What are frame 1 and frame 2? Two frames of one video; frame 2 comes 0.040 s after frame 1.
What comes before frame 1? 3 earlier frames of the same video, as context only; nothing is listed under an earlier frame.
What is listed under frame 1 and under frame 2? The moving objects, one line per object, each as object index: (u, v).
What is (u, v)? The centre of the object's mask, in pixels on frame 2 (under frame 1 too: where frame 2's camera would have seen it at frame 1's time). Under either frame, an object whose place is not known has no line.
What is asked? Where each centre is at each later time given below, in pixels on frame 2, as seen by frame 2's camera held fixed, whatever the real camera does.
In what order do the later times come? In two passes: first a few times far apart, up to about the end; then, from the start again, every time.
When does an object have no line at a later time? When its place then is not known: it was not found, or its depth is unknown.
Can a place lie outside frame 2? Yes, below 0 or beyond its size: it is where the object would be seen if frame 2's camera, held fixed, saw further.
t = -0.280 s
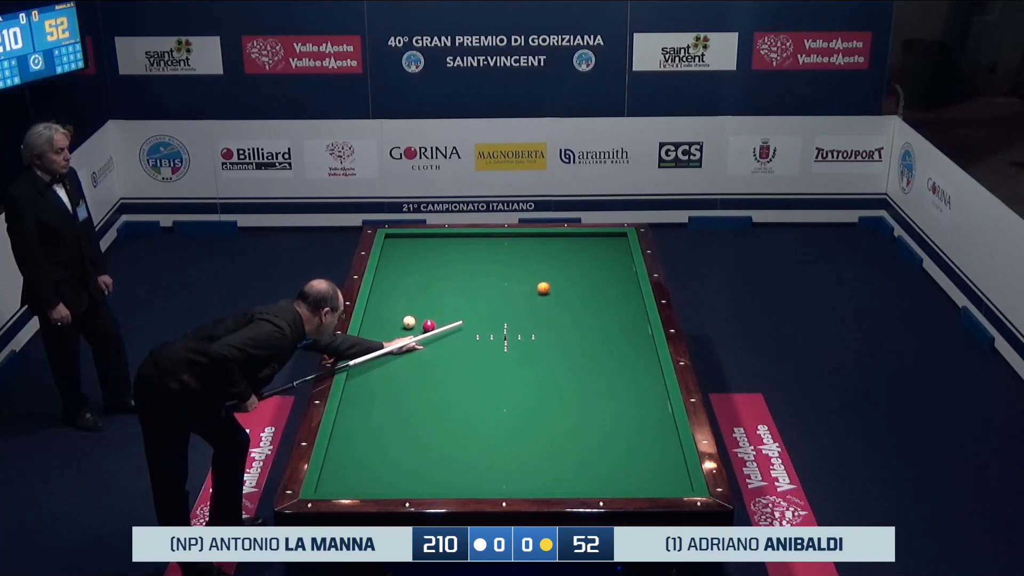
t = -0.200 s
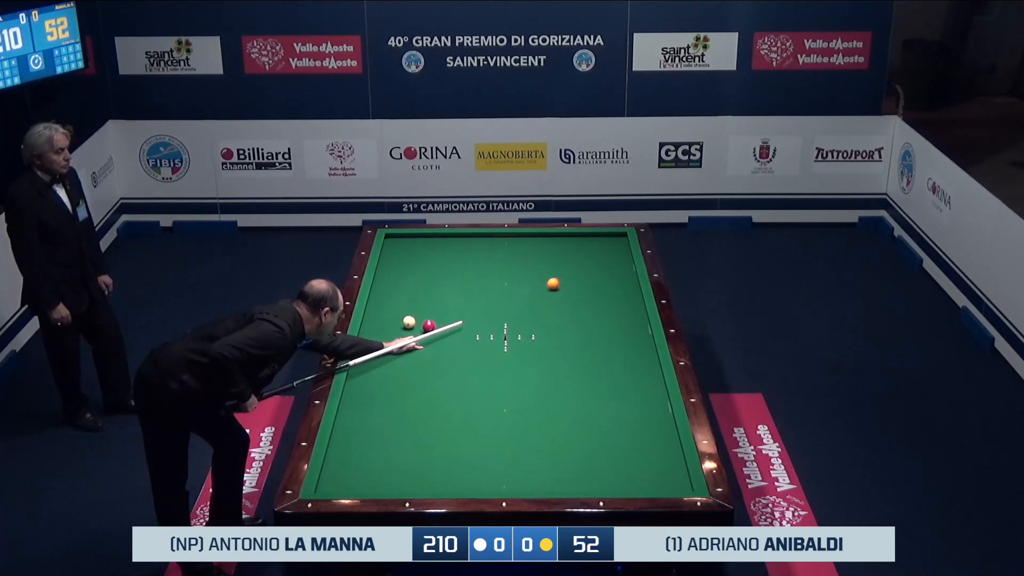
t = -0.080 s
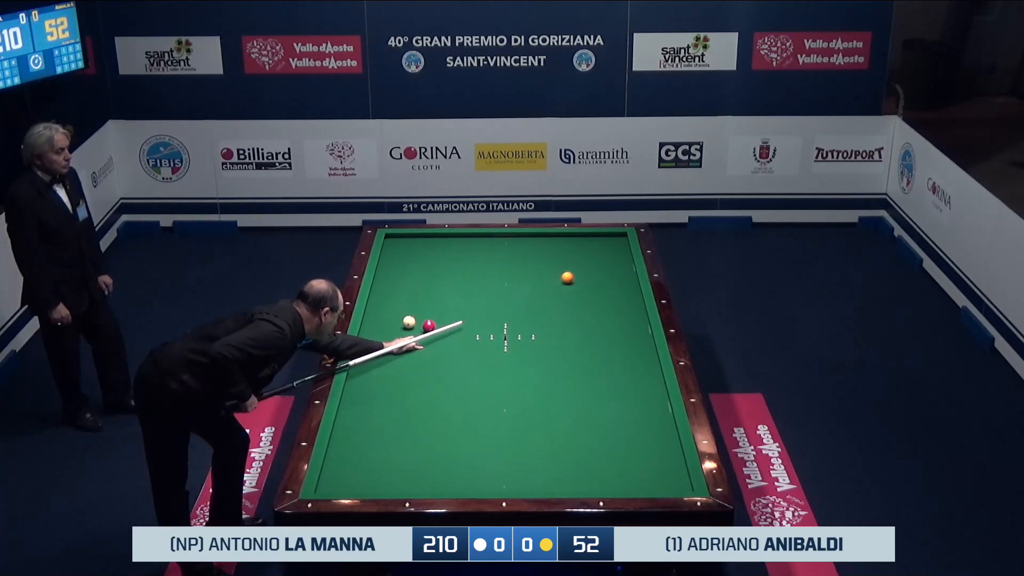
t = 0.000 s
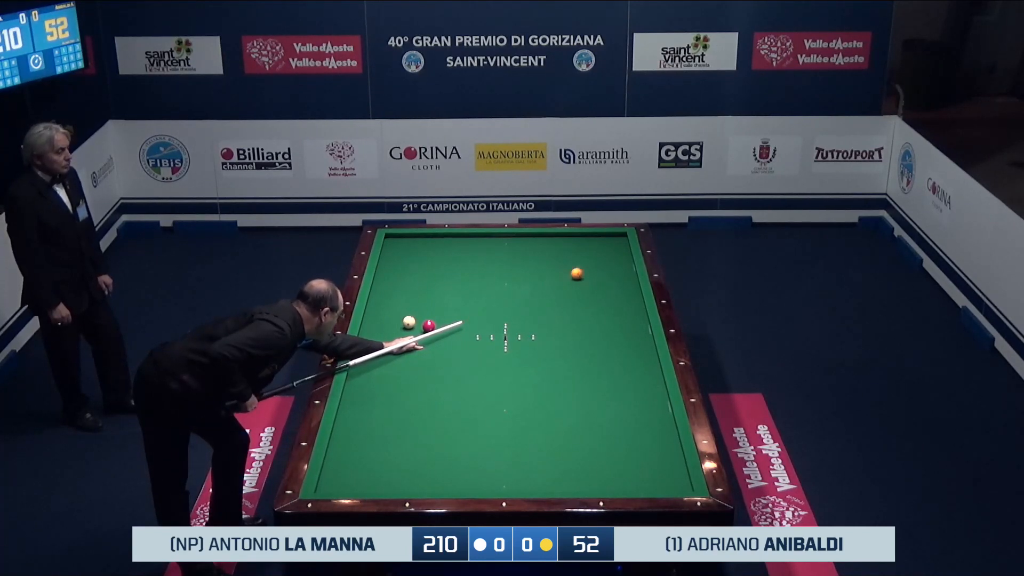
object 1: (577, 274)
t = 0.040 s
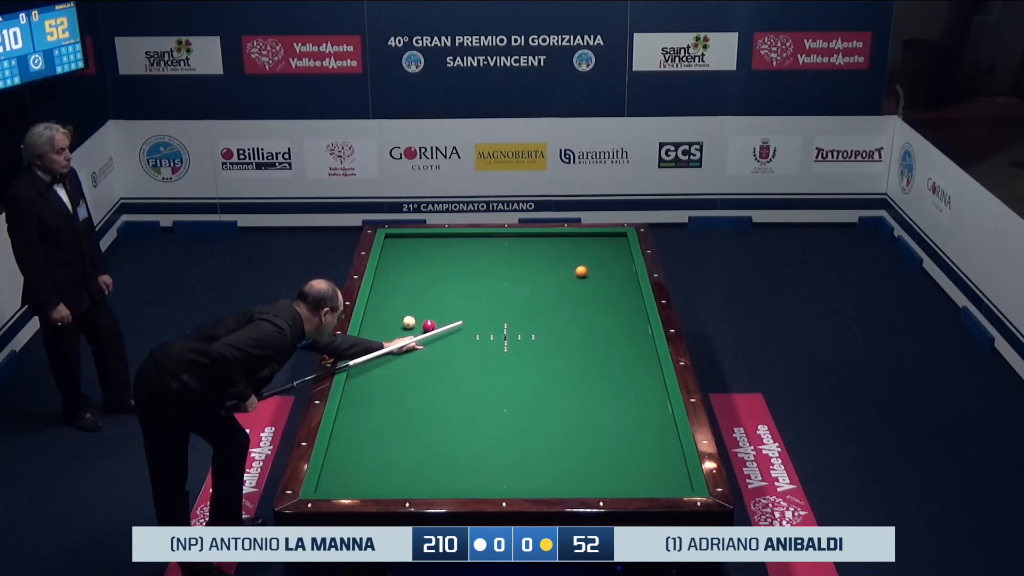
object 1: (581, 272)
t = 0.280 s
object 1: (608, 261)
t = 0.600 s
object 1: (614, 246)
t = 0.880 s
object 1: (594, 235)
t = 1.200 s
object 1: (571, 243)
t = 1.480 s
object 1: (550, 250)
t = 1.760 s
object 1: (530, 257)
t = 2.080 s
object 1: (506, 265)
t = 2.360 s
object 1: (485, 272)
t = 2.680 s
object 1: (462, 280)
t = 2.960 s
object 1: (441, 287)
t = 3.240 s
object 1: (420, 295)
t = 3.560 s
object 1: (396, 303)
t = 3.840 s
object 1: (375, 310)
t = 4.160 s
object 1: (378, 317)
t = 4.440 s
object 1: (387, 323)
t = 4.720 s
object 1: (396, 329)
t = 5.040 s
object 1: (407, 336)
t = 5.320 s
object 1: (415, 341)
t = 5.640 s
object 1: (425, 348)
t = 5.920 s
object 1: (433, 353)
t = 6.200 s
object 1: (441, 358)
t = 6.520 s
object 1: (450, 364)
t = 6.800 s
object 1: (457, 369)
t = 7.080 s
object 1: (464, 373)
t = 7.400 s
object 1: (472, 378)
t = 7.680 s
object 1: (479, 383)
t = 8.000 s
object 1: (486, 388)
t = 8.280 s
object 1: (492, 391)
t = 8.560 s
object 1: (497, 395)
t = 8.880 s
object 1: (503, 398)
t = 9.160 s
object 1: (508, 401)
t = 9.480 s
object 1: (513, 404)
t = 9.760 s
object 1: (517, 407)
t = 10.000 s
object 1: (520, 408)
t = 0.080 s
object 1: (586, 270)
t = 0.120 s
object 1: (590, 268)
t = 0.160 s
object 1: (595, 266)
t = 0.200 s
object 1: (599, 265)
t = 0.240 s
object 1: (603, 263)
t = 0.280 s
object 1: (608, 261)
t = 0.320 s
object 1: (612, 259)
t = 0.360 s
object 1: (616, 257)
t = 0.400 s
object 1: (620, 255)
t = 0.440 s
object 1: (625, 254)
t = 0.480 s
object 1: (625, 252)
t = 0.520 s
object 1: (621, 250)
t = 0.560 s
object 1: (617, 248)
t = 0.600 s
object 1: (614, 246)
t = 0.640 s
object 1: (611, 245)
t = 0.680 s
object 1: (608, 243)
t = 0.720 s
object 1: (605, 241)
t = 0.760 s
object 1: (603, 239)
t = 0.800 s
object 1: (600, 238)
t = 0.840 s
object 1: (597, 236)
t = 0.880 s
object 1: (594, 235)
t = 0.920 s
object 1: (591, 236)
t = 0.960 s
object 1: (588, 237)
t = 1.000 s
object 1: (585, 238)
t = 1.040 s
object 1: (582, 239)
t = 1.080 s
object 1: (579, 240)
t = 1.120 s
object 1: (577, 241)
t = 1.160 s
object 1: (574, 242)
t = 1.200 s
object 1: (571, 243)
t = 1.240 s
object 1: (568, 244)
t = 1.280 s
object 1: (565, 245)
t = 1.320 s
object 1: (562, 246)
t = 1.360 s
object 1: (559, 247)
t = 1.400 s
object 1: (556, 248)
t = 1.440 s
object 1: (553, 249)
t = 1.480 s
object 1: (550, 250)
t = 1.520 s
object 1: (548, 251)
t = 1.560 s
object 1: (544, 252)
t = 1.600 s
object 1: (542, 253)
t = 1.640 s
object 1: (539, 254)
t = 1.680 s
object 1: (536, 255)
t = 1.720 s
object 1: (533, 256)
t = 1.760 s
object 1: (530, 257)
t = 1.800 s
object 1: (527, 258)
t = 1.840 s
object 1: (524, 259)
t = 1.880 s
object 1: (521, 260)
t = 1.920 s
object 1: (518, 261)
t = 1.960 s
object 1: (515, 262)
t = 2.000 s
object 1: (512, 263)
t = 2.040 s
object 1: (509, 264)
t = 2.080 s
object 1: (506, 265)
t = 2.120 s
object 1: (503, 266)
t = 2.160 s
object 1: (500, 267)
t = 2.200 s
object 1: (497, 268)
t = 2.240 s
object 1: (494, 269)
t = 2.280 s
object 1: (491, 270)
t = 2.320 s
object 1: (488, 271)
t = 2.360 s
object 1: (485, 272)
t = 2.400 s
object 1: (482, 273)
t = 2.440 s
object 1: (479, 274)
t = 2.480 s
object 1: (476, 275)
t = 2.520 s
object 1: (473, 276)
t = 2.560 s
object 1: (470, 277)
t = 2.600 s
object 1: (467, 278)
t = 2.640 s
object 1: (464, 279)
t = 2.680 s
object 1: (462, 280)
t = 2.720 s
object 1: (459, 281)
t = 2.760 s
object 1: (455, 282)
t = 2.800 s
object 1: (453, 283)
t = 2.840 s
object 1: (450, 284)
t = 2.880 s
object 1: (447, 285)
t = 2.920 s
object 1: (444, 286)
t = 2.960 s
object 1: (441, 287)
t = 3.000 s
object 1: (438, 289)
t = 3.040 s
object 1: (435, 289)
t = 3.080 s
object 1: (432, 291)
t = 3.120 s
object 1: (429, 292)
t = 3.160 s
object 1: (426, 293)
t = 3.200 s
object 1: (423, 294)
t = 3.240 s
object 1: (420, 295)
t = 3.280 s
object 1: (417, 296)
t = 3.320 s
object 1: (414, 297)
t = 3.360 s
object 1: (411, 298)
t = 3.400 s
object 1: (408, 299)
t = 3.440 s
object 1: (405, 300)
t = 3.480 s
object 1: (402, 301)
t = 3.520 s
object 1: (399, 302)
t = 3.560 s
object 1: (396, 303)
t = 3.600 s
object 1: (393, 304)
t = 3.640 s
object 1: (390, 305)
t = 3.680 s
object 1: (387, 306)
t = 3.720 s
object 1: (384, 307)
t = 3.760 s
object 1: (381, 308)
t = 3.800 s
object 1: (378, 309)
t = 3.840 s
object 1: (375, 310)
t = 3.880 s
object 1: (372, 311)
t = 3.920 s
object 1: (370, 312)
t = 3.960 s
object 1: (372, 313)
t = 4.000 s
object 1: (373, 314)
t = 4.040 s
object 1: (374, 315)
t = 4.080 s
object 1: (376, 316)
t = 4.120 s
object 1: (377, 316)
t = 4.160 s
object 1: (378, 317)
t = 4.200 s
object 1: (380, 318)
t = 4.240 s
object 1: (381, 319)
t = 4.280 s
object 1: (382, 320)
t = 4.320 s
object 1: (383, 321)
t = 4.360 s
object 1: (385, 322)
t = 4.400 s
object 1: (386, 322)
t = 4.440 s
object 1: (387, 323)
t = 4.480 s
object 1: (389, 324)
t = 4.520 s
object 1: (390, 325)
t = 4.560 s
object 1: (391, 326)
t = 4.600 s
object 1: (393, 327)
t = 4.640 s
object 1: (394, 327)
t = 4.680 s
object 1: (395, 328)
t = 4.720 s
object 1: (396, 329)
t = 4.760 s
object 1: (398, 330)
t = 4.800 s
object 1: (399, 331)
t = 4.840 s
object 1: (400, 332)
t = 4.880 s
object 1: (401, 332)
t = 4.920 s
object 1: (403, 333)
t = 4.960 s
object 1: (404, 334)
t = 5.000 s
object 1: (405, 335)
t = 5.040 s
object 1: (407, 336)
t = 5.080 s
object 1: (408, 337)
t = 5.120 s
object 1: (409, 337)
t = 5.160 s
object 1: (410, 338)
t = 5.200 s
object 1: (412, 339)
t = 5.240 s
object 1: (413, 340)
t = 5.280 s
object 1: (414, 340)
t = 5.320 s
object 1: (415, 341)
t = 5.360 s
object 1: (416, 342)
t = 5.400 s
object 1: (418, 343)
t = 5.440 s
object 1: (419, 344)
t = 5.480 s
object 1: (420, 344)
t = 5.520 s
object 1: (421, 345)
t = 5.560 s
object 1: (423, 346)
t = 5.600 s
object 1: (424, 347)
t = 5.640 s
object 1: (425, 348)
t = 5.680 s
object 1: (426, 348)
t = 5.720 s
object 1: (427, 349)
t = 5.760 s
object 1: (428, 350)
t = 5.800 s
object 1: (429, 351)
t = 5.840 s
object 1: (431, 352)
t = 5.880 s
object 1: (432, 352)
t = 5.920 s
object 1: (433, 353)
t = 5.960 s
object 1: (434, 354)
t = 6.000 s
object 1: (435, 354)
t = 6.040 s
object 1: (436, 355)
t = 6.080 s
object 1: (437, 356)
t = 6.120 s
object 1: (438, 357)
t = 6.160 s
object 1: (440, 357)
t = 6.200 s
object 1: (441, 358)
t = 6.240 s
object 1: (442, 359)
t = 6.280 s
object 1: (443, 360)
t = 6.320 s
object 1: (444, 360)
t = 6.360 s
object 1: (445, 361)
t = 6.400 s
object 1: (446, 362)
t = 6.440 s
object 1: (448, 362)
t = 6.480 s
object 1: (449, 363)
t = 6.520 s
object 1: (450, 364)
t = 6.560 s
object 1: (451, 365)
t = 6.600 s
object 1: (452, 365)
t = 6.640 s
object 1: (453, 366)
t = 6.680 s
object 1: (454, 367)
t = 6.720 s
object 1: (455, 367)
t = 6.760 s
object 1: (456, 368)
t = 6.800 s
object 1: (457, 369)
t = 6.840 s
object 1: (458, 369)
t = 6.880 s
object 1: (459, 370)
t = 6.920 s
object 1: (460, 371)
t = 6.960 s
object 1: (461, 372)
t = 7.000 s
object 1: (462, 372)
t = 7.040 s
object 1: (463, 373)
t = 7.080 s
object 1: (464, 373)
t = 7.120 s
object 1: (465, 374)
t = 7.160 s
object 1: (466, 375)
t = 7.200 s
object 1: (467, 375)
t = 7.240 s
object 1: (468, 376)
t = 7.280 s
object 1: (469, 377)
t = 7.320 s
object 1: (470, 377)
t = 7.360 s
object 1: (471, 378)
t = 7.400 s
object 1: (472, 378)
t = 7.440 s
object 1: (473, 379)
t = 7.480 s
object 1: (474, 380)
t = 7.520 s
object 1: (475, 380)
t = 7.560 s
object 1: (476, 381)
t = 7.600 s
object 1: (477, 382)
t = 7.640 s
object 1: (478, 382)
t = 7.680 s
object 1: (479, 383)
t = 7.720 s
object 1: (479, 384)
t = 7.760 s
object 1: (480, 384)
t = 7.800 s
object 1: (481, 385)
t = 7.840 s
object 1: (482, 385)
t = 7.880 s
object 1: (483, 386)
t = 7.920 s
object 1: (484, 386)
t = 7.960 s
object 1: (485, 387)
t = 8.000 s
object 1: (486, 388)
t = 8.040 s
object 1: (487, 388)
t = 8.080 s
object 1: (487, 389)
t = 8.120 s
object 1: (488, 389)
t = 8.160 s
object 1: (489, 390)
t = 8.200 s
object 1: (490, 390)
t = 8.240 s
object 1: (491, 391)
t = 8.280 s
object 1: (492, 391)
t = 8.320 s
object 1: (492, 392)
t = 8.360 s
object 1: (493, 392)
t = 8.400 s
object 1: (494, 393)
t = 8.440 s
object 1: (495, 393)
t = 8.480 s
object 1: (496, 394)
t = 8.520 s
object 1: (496, 394)
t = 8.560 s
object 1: (497, 395)
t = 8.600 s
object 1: (498, 395)
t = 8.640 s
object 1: (499, 396)
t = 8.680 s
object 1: (500, 396)
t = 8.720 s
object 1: (500, 397)
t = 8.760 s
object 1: (501, 397)
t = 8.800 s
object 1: (502, 397)
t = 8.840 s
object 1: (503, 398)
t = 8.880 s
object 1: (503, 398)
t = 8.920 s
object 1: (504, 399)
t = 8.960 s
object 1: (505, 399)
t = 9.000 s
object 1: (505, 400)
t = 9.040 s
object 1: (506, 400)
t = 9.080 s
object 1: (507, 401)
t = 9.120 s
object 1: (507, 401)
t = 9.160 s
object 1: (508, 401)
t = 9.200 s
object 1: (509, 402)
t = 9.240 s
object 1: (509, 402)
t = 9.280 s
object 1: (510, 402)
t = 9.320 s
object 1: (511, 403)
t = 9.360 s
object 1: (511, 403)
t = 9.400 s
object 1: (512, 404)
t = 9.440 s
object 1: (512, 404)
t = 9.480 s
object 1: (513, 404)
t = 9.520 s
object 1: (514, 405)
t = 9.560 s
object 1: (514, 405)
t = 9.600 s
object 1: (515, 405)
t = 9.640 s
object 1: (515, 406)
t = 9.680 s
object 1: (516, 406)
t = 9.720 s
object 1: (516, 406)
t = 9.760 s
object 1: (517, 407)
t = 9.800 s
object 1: (517, 407)
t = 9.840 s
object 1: (518, 407)
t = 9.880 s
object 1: (518, 408)
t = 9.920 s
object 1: (519, 408)
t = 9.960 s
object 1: (519, 408)
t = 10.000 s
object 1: (520, 408)
